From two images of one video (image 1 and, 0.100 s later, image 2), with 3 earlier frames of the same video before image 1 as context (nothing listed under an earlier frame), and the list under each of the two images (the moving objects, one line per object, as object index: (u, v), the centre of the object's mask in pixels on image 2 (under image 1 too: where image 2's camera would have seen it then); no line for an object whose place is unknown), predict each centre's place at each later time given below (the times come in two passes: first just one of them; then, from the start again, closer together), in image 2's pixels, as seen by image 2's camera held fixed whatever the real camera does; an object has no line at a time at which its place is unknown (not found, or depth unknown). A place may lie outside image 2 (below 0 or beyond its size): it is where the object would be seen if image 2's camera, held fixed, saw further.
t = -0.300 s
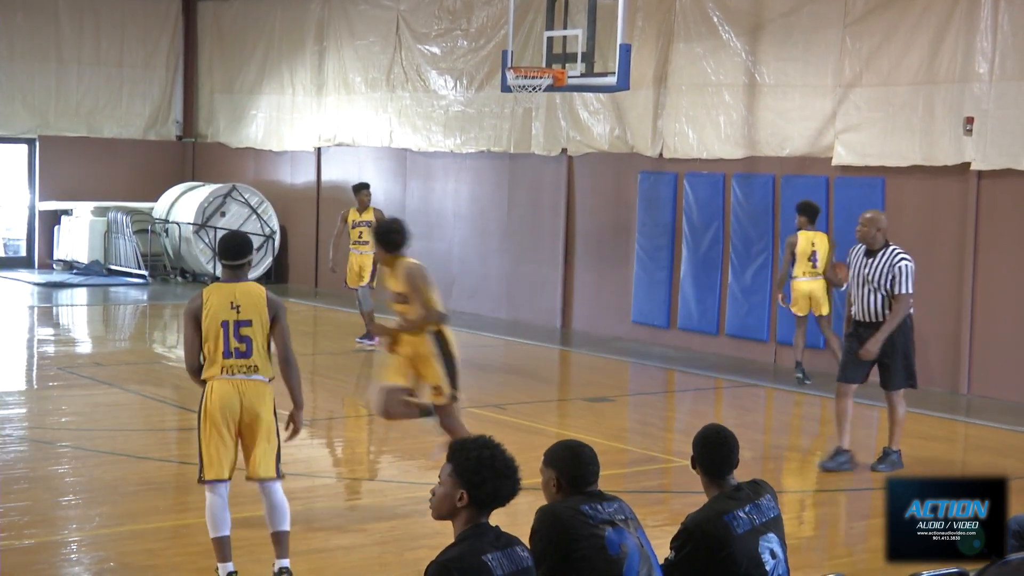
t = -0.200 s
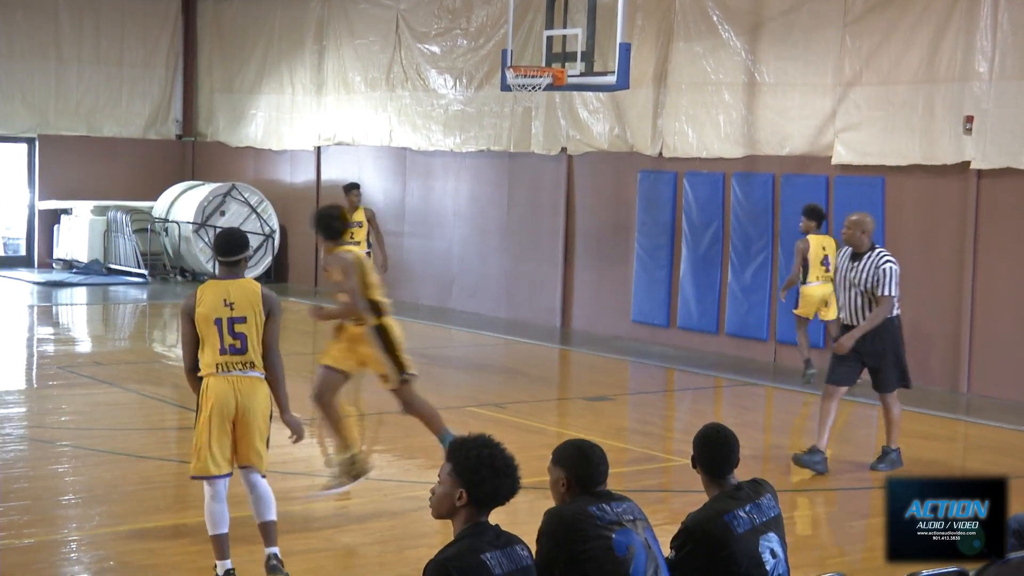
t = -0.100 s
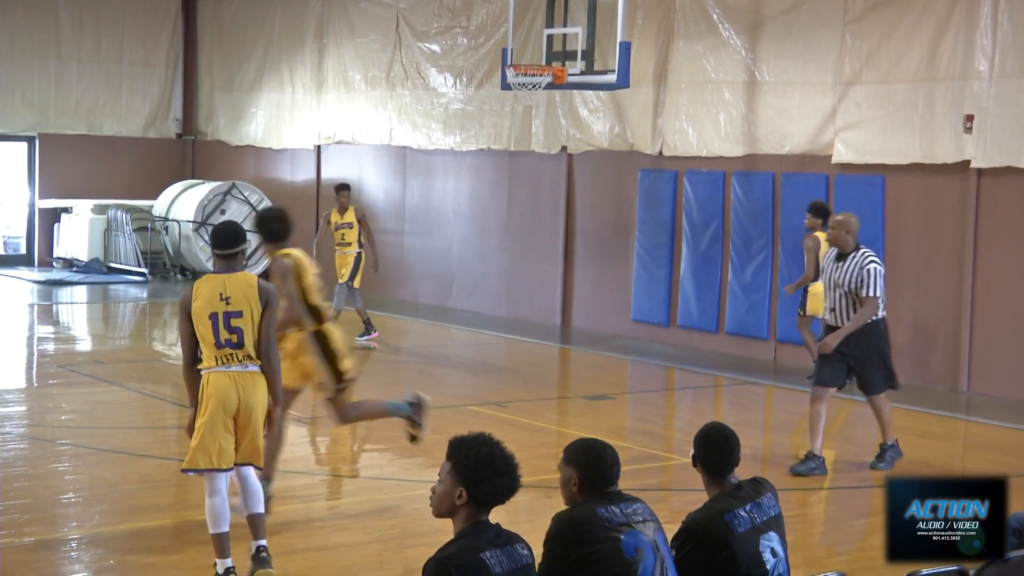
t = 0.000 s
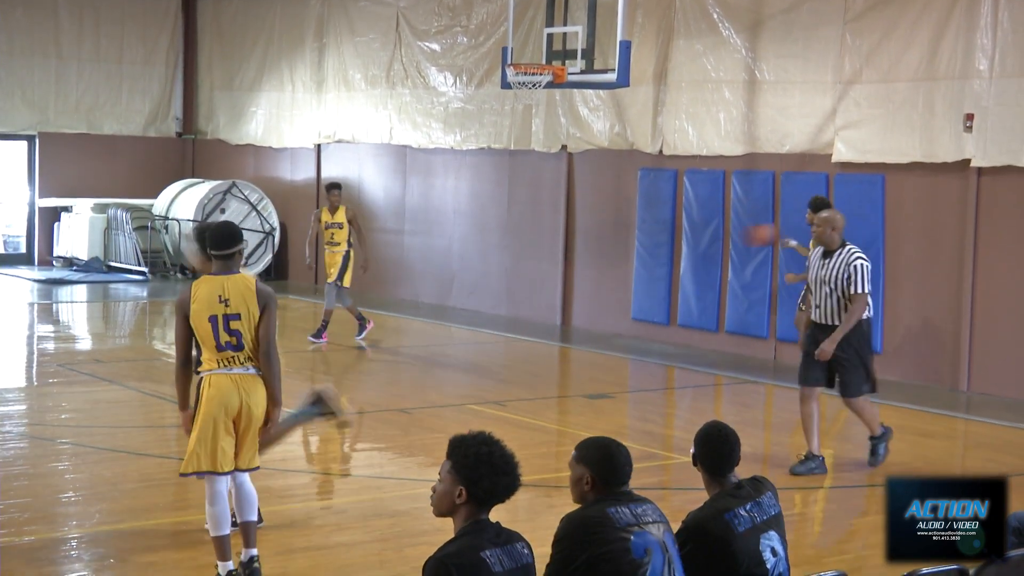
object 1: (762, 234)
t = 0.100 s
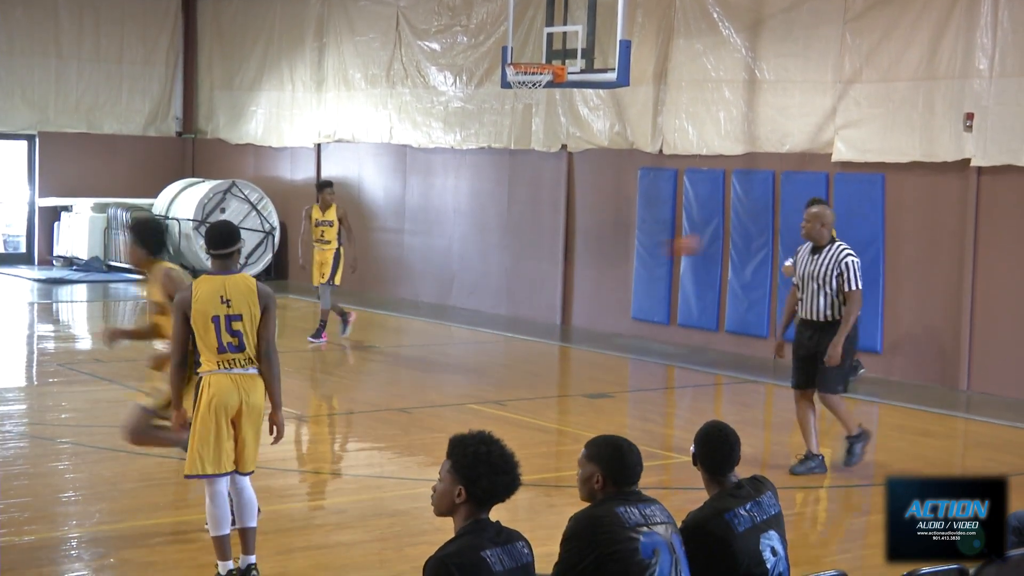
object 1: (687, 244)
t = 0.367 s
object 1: (482, 319)
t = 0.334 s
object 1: (506, 307)
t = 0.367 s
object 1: (482, 319)
